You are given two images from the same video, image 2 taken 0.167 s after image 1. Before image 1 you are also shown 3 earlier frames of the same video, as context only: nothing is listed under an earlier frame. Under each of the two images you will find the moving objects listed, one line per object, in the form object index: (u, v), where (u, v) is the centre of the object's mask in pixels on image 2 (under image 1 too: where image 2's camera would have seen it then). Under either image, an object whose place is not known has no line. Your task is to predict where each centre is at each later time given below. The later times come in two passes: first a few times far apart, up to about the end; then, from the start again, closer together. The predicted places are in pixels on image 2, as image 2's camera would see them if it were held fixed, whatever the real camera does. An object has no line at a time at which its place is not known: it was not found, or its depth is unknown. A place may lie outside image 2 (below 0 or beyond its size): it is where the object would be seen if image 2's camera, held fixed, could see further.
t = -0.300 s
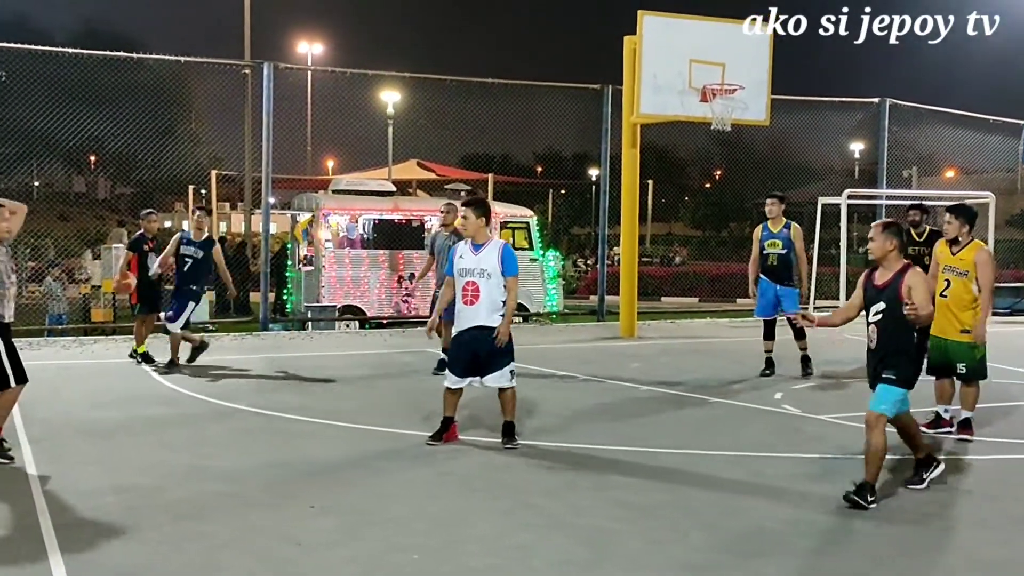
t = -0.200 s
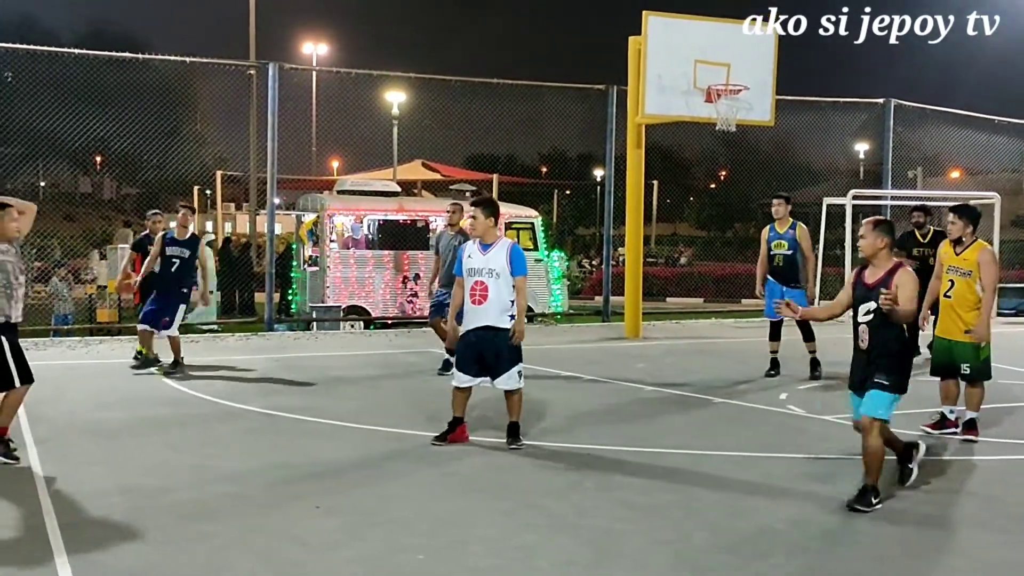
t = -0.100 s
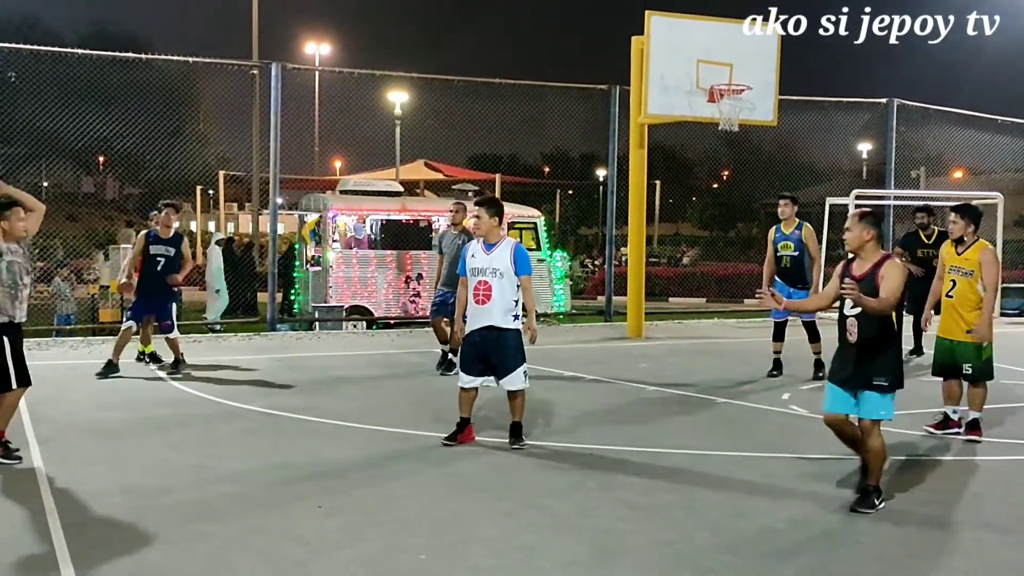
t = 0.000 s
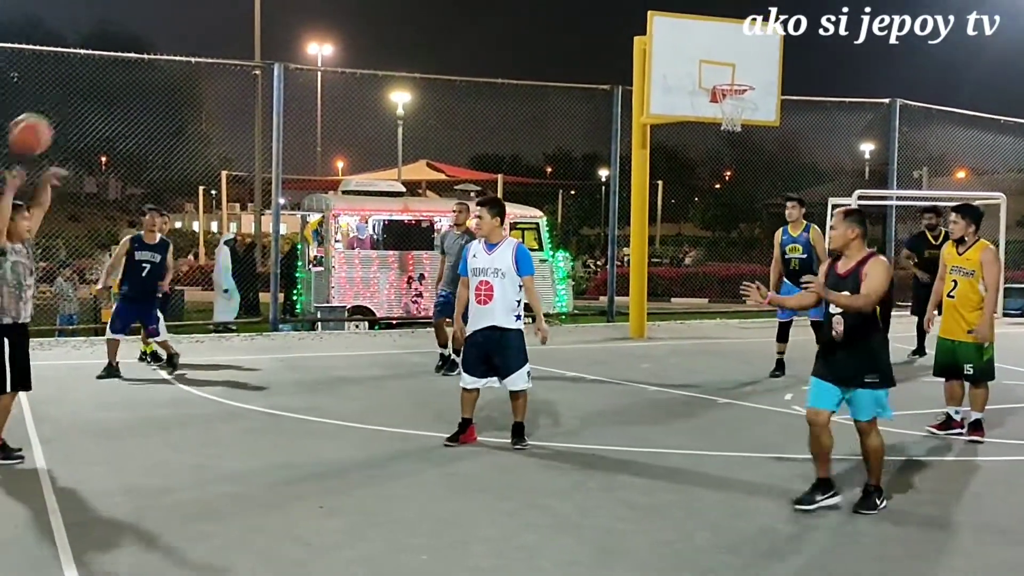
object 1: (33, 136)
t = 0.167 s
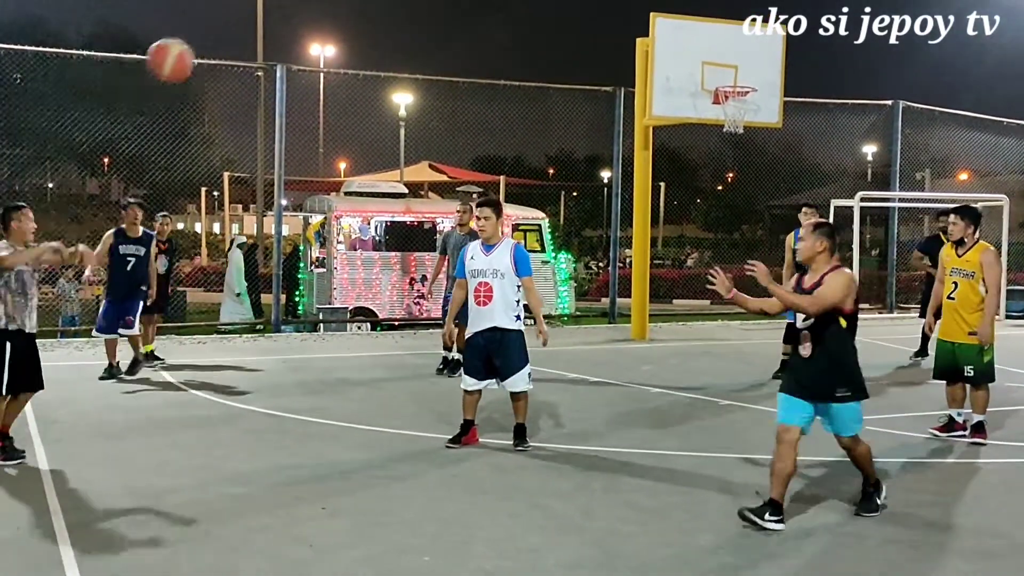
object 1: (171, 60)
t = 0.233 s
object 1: (230, 40)
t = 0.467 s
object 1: (457, 38)
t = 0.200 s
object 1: (200, 49)
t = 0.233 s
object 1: (230, 40)
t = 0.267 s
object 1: (260, 34)
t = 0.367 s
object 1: (355, 26)
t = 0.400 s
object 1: (388, 28)
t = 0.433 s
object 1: (422, 31)
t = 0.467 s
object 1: (457, 38)
